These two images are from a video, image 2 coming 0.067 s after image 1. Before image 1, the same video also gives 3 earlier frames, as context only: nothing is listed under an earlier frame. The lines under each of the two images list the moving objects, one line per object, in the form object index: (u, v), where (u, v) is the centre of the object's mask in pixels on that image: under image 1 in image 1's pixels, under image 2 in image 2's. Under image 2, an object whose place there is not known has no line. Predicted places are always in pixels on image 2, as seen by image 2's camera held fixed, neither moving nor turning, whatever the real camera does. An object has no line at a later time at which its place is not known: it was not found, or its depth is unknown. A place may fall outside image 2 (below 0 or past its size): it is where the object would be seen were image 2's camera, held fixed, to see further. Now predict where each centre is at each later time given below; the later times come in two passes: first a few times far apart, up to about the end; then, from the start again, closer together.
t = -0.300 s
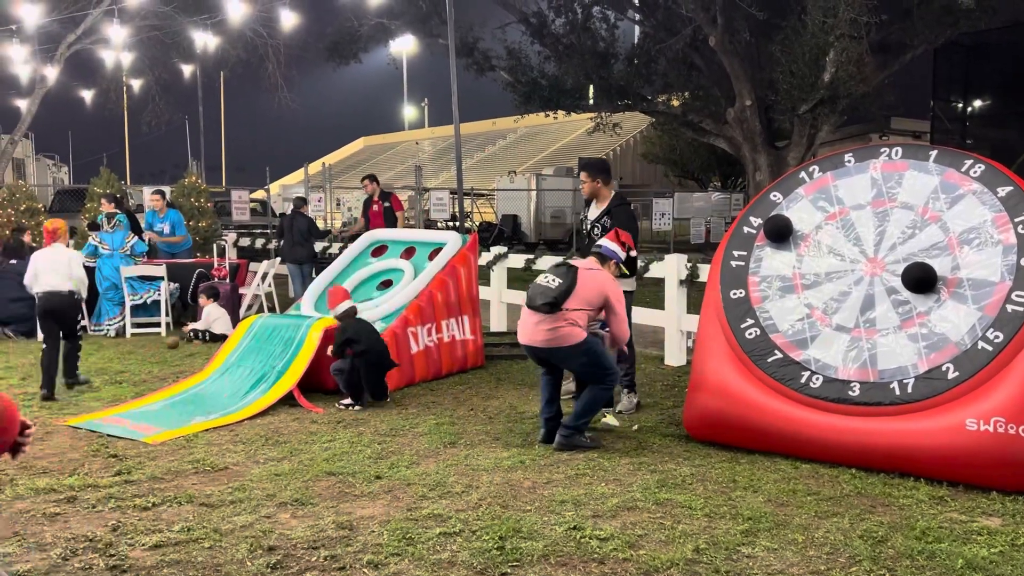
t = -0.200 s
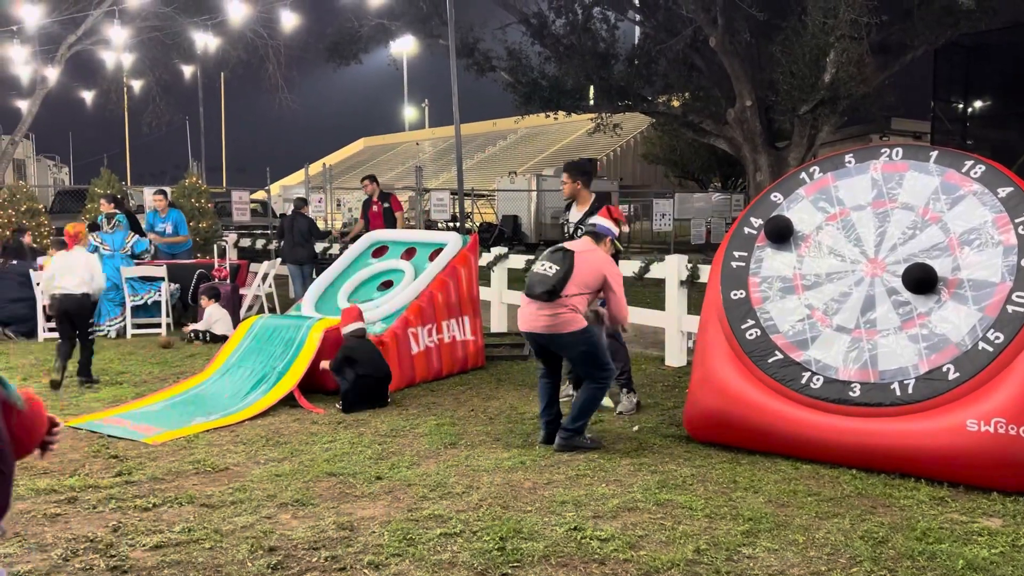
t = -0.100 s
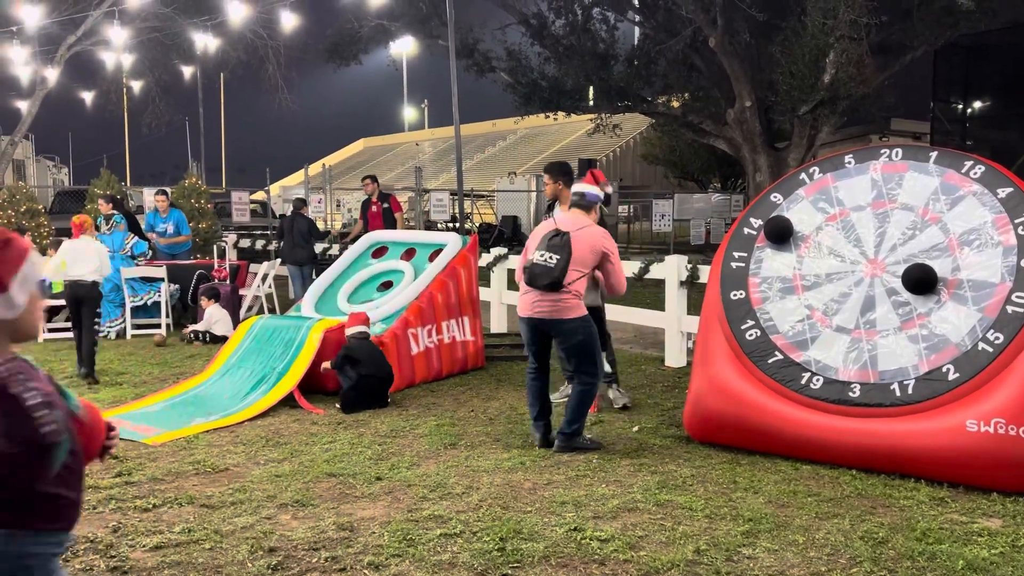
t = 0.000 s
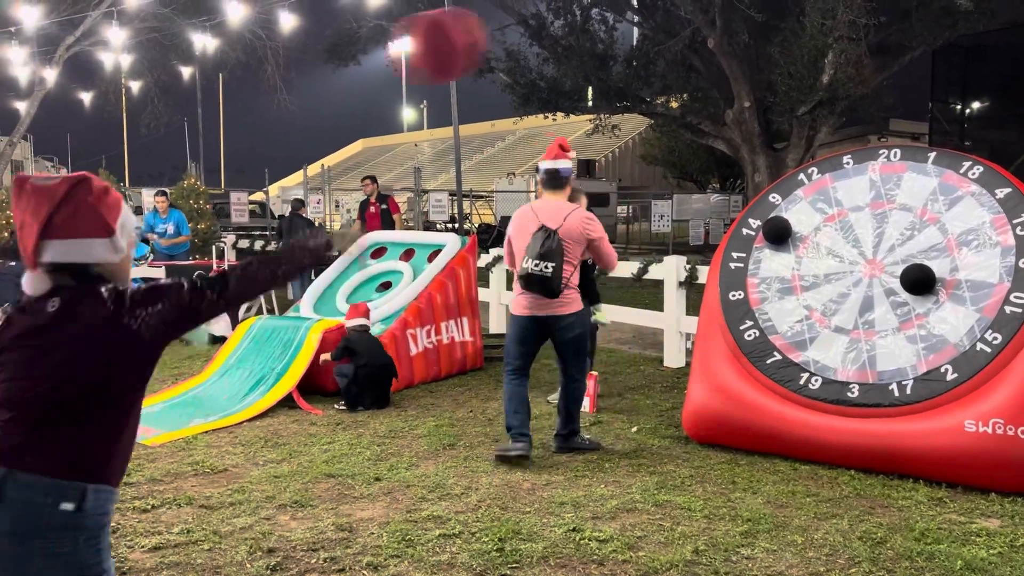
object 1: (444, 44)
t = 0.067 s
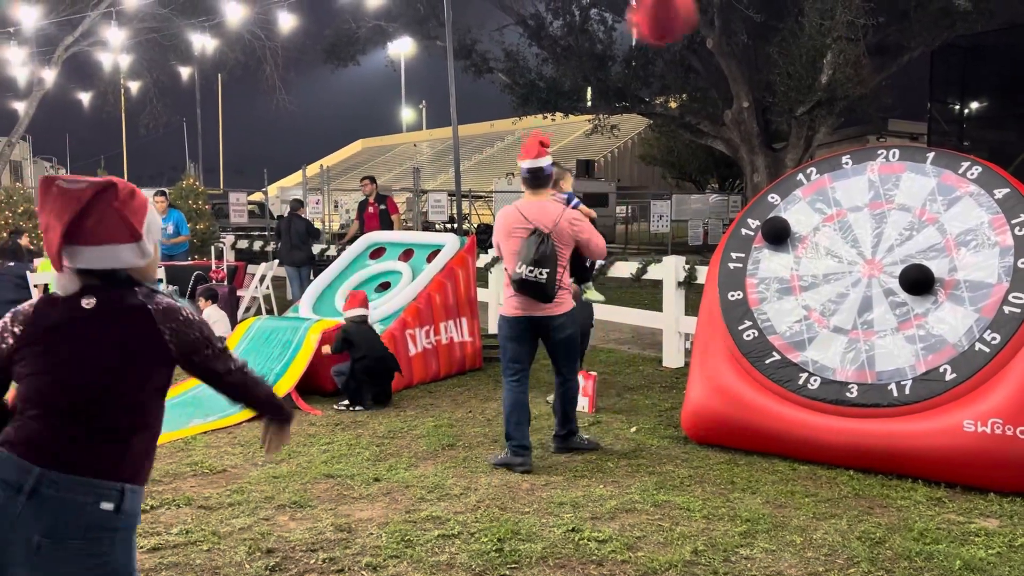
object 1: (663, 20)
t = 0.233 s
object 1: (894, 114)
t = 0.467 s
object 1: (926, 169)
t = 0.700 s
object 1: (925, 170)
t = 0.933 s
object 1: (925, 170)
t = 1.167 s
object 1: (925, 170)
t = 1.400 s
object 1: (925, 170)
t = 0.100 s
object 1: (734, 24)
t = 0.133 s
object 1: (789, 39)
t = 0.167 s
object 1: (831, 60)
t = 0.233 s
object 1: (894, 114)
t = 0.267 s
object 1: (928, 165)
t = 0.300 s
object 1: (925, 173)
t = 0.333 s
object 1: (922, 173)
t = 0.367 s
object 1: (924, 170)
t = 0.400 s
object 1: (926, 170)
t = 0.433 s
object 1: (926, 170)
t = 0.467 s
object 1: (926, 169)
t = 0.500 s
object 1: (924, 169)
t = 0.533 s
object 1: (924, 169)
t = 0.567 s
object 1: (924, 169)
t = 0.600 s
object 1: (925, 169)
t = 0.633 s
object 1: (925, 170)
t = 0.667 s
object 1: (925, 170)
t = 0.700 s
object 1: (925, 170)
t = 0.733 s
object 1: (925, 170)
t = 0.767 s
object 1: (925, 170)
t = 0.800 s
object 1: (925, 170)
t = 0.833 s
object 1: (925, 169)
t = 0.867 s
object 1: (925, 169)
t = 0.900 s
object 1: (925, 170)
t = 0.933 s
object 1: (925, 170)
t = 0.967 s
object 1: (925, 170)
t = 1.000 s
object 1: (925, 170)
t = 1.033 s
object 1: (925, 170)
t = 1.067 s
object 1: (925, 170)
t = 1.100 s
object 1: (925, 170)
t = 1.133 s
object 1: (925, 170)
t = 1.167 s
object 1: (925, 170)
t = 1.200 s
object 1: (925, 170)
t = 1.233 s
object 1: (925, 170)
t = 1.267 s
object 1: (925, 170)
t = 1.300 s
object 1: (925, 170)
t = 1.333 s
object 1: (925, 170)
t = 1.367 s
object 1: (925, 170)
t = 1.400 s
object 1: (925, 170)
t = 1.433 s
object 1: (925, 170)
